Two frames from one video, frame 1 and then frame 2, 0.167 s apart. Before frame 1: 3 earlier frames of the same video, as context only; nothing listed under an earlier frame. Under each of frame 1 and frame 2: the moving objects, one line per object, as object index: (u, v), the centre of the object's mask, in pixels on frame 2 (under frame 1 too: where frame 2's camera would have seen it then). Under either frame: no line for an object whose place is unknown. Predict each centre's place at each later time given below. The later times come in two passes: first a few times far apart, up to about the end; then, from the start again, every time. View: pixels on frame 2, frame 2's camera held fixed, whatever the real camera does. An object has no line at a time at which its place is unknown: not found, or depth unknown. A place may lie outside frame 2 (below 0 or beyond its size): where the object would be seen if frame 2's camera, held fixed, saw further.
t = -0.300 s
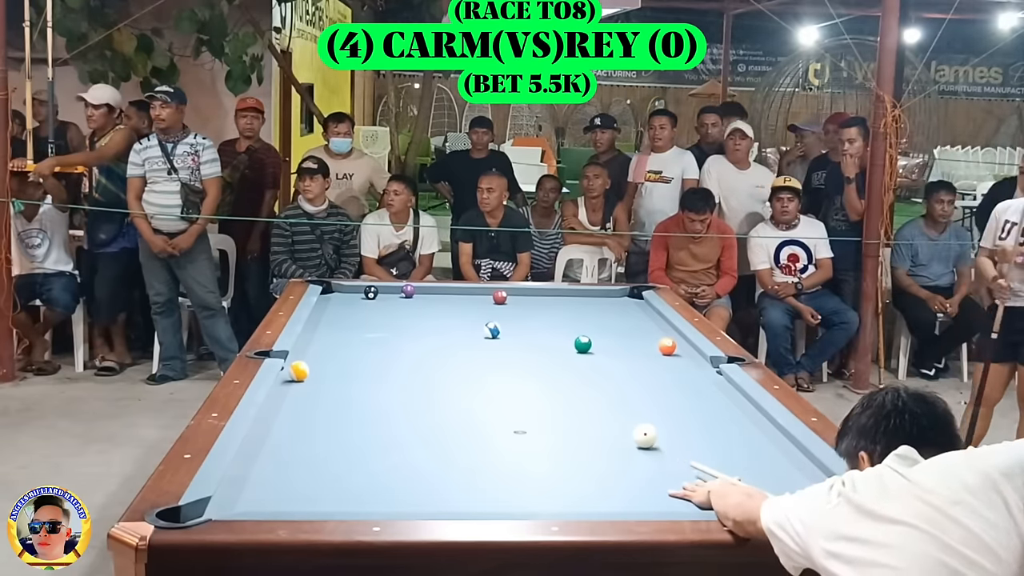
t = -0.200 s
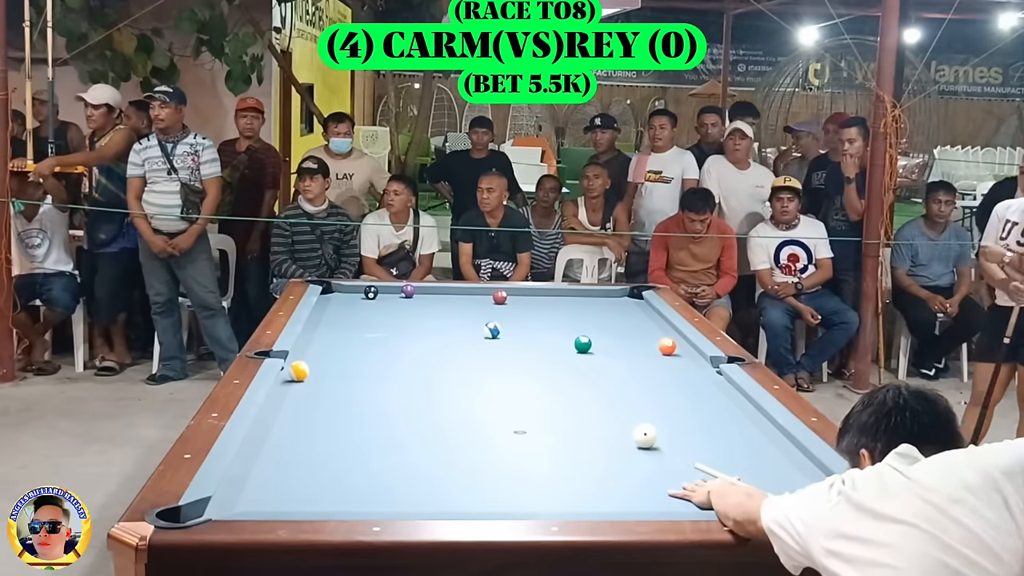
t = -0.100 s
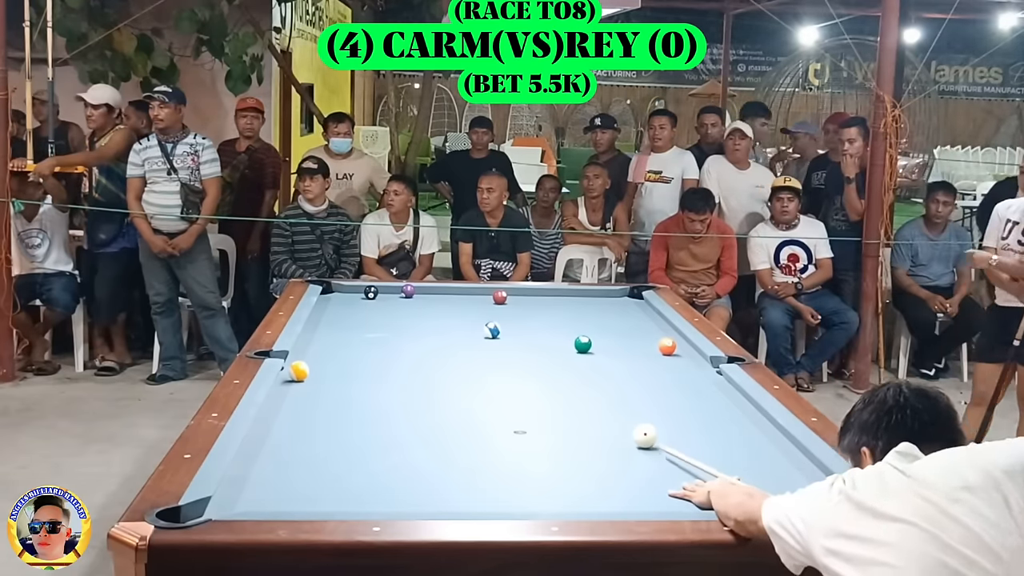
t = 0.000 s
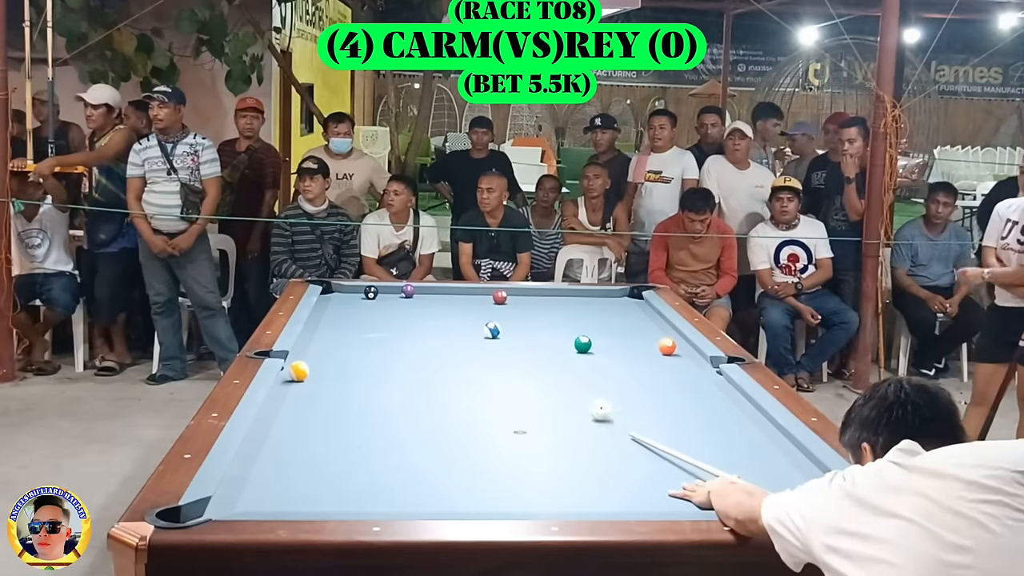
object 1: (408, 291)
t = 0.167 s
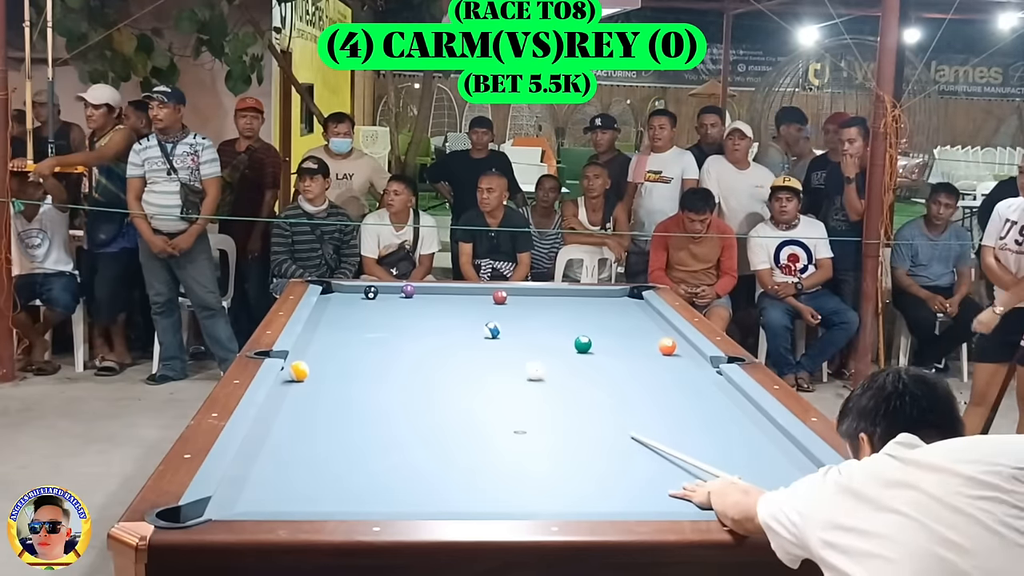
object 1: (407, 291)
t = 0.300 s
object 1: (408, 291)
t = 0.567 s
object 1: (408, 291)
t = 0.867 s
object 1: (406, 289)
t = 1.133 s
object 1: (407, 294)
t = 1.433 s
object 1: (406, 304)
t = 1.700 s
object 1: (405, 313)
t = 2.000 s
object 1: (404, 324)
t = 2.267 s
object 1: (403, 333)
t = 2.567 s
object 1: (400, 344)
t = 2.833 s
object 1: (398, 355)
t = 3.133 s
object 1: (396, 368)
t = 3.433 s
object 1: (393, 381)
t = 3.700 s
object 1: (389, 393)
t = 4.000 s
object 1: (385, 407)
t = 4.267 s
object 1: (382, 420)
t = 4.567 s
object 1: (380, 435)
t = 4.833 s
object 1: (378, 448)
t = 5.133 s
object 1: (375, 463)
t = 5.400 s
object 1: (371, 477)
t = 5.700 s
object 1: (367, 493)
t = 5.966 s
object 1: (364, 501)
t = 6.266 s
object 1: (364, 501)
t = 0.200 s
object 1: (408, 291)
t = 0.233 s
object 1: (408, 291)
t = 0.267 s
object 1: (408, 291)
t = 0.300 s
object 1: (408, 291)
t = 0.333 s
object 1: (408, 291)
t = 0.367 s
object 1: (408, 291)
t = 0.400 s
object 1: (408, 291)
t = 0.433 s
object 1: (408, 291)
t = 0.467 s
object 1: (408, 291)
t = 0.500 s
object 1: (407, 291)
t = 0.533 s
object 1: (408, 291)
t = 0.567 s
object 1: (408, 291)
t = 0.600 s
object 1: (407, 291)
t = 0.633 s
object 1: (408, 291)
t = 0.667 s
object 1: (408, 291)
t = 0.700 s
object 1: (407, 291)
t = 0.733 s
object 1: (407, 291)
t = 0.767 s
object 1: (407, 291)
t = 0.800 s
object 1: (407, 291)
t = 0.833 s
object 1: (407, 290)
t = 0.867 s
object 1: (406, 289)
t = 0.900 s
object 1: (406, 286)
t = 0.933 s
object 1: (411, 288)
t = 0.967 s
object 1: (410, 288)
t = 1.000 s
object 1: (408, 290)
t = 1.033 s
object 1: (408, 291)
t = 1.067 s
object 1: (408, 293)
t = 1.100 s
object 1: (407, 293)
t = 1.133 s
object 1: (407, 294)
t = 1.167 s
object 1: (407, 295)
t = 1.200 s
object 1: (407, 297)
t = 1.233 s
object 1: (408, 297)
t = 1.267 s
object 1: (407, 298)
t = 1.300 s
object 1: (407, 299)
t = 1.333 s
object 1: (407, 301)
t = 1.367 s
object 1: (406, 302)
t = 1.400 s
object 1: (406, 303)
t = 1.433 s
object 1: (406, 304)
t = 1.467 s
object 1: (406, 305)
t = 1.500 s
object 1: (406, 306)
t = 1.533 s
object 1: (406, 307)
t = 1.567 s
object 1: (406, 308)
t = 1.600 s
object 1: (406, 310)
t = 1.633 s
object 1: (406, 311)
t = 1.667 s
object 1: (405, 312)
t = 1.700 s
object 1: (405, 313)
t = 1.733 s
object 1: (405, 314)
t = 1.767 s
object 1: (405, 315)
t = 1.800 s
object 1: (405, 316)
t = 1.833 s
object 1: (405, 318)
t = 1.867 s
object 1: (405, 319)
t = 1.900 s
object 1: (405, 320)
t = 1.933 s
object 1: (405, 321)
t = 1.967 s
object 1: (404, 322)
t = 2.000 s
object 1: (404, 324)
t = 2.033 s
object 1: (404, 324)
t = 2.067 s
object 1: (404, 325)
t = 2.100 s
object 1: (404, 326)
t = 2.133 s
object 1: (404, 328)
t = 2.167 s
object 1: (404, 329)
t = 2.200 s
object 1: (403, 330)
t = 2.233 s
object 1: (403, 331)
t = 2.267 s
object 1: (403, 333)
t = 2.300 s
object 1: (403, 334)
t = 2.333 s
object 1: (402, 335)
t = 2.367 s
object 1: (402, 336)
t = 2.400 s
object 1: (402, 338)
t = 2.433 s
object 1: (402, 339)
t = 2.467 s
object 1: (401, 340)
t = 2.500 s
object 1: (401, 342)
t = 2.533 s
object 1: (401, 343)
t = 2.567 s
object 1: (400, 344)
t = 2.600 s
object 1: (400, 346)
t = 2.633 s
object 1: (400, 347)
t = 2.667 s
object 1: (399, 348)
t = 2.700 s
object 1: (399, 350)
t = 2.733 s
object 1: (399, 351)
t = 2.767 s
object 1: (399, 352)
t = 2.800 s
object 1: (398, 354)
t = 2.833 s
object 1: (398, 355)
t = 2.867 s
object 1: (398, 356)
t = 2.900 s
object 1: (397, 358)
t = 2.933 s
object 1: (397, 359)
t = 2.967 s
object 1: (397, 360)
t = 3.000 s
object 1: (397, 362)
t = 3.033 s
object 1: (397, 363)
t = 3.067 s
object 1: (396, 365)
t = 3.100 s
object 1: (396, 366)
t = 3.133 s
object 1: (396, 368)
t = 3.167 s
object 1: (396, 369)
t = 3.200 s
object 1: (395, 371)
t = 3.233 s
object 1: (395, 372)
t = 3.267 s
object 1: (395, 374)
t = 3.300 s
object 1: (394, 375)
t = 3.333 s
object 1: (394, 376)
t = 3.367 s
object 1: (393, 378)
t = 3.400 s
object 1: (393, 379)
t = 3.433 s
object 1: (393, 381)
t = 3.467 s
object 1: (392, 382)
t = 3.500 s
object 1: (392, 384)
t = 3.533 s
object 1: (392, 385)
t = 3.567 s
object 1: (391, 387)
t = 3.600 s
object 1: (390, 388)
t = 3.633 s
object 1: (390, 390)
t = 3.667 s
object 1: (390, 391)
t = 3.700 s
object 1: (389, 393)
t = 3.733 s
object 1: (389, 394)
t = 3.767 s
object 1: (388, 396)
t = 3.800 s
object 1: (388, 398)
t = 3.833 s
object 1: (388, 399)
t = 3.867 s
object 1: (387, 401)
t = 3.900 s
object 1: (387, 402)
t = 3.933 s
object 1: (386, 404)
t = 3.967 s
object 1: (386, 405)
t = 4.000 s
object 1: (385, 407)
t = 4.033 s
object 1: (385, 409)
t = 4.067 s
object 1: (384, 410)
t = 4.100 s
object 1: (384, 412)
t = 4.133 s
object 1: (384, 413)
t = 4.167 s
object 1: (383, 415)
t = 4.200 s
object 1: (383, 417)
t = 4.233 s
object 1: (383, 419)
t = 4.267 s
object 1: (382, 420)
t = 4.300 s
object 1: (382, 422)
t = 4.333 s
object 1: (382, 423)
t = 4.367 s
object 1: (381, 425)
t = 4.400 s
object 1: (381, 427)
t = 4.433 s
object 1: (381, 428)
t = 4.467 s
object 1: (381, 430)
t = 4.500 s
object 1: (380, 431)
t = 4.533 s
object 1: (380, 433)
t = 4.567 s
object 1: (380, 435)
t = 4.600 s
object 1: (380, 436)
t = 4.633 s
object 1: (380, 438)
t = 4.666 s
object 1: (380, 439)
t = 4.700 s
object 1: (379, 441)
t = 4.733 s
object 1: (379, 442)
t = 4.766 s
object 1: (379, 444)
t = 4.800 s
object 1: (379, 446)
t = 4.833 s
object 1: (378, 448)
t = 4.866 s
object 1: (378, 449)
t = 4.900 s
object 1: (378, 451)
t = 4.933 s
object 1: (378, 453)
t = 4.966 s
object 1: (377, 454)
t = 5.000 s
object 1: (377, 456)
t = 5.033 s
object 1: (376, 458)
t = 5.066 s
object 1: (376, 460)
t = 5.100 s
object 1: (376, 461)
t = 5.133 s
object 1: (375, 463)
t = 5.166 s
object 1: (374, 465)
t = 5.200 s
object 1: (374, 467)
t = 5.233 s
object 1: (374, 468)
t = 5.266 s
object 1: (373, 470)
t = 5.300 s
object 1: (373, 472)
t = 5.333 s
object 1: (372, 474)
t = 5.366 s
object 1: (372, 475)
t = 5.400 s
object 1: (371, 477)
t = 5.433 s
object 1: (371, 479)
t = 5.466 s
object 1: (371, 480)
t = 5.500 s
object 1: (370, 482)
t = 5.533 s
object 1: (369, 484)
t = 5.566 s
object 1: (369, 486)
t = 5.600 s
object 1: (369, 487)
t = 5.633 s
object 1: (368, 489)
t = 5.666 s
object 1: (368, 491)
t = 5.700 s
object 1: (367, 493)
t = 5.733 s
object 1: (366, 494)
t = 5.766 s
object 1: (366, 496)
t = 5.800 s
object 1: (366, 496)
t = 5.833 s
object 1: (366, 498)
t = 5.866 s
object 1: (365, 499)
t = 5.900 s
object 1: (365, 500)
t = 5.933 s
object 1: (365, 501)
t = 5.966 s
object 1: (364, 501)
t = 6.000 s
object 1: (364, 502)
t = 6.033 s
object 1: (364, 503)
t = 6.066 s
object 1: (364, 504)
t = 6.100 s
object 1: (364, 503)
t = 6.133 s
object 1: (364, 503)
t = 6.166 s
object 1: (364, 502)
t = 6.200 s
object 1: (364, 502)
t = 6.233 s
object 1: (364, 502)
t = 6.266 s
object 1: (364, 501)
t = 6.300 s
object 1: (363, 501)
